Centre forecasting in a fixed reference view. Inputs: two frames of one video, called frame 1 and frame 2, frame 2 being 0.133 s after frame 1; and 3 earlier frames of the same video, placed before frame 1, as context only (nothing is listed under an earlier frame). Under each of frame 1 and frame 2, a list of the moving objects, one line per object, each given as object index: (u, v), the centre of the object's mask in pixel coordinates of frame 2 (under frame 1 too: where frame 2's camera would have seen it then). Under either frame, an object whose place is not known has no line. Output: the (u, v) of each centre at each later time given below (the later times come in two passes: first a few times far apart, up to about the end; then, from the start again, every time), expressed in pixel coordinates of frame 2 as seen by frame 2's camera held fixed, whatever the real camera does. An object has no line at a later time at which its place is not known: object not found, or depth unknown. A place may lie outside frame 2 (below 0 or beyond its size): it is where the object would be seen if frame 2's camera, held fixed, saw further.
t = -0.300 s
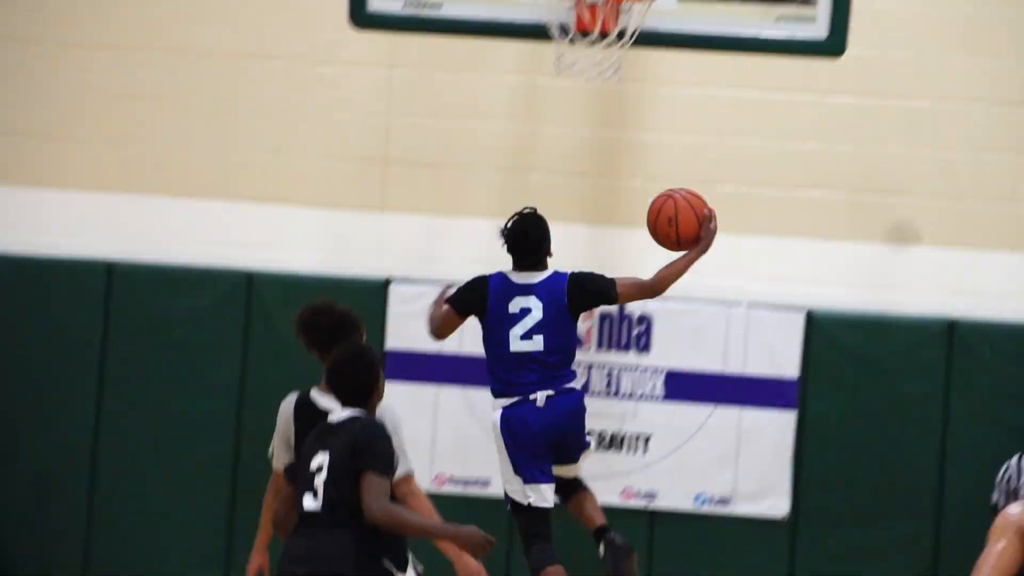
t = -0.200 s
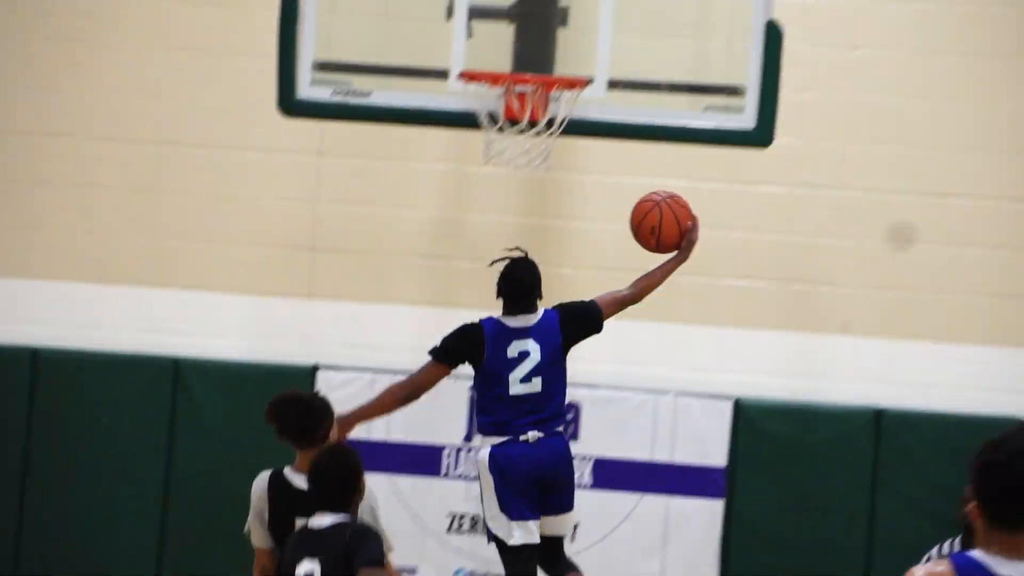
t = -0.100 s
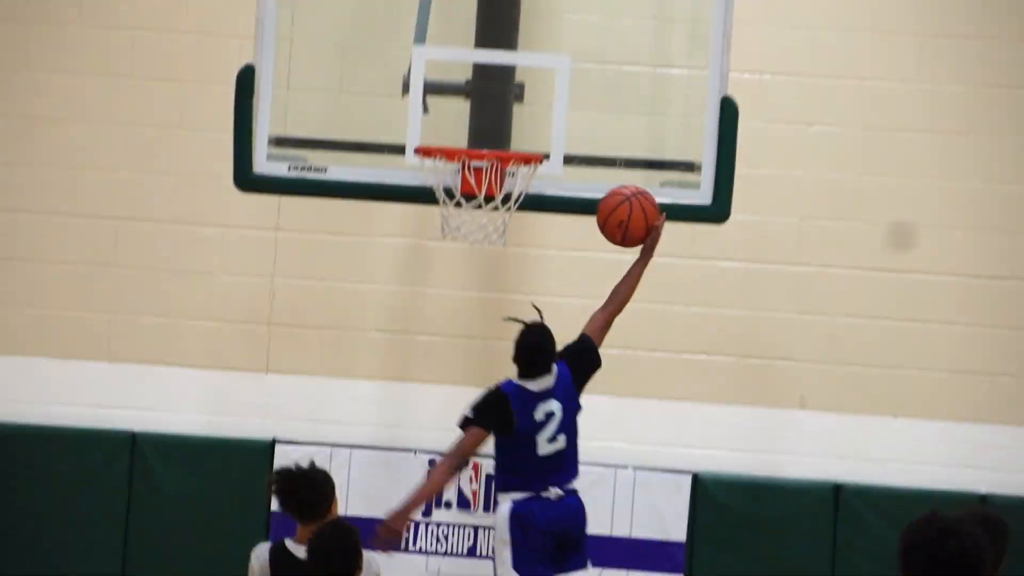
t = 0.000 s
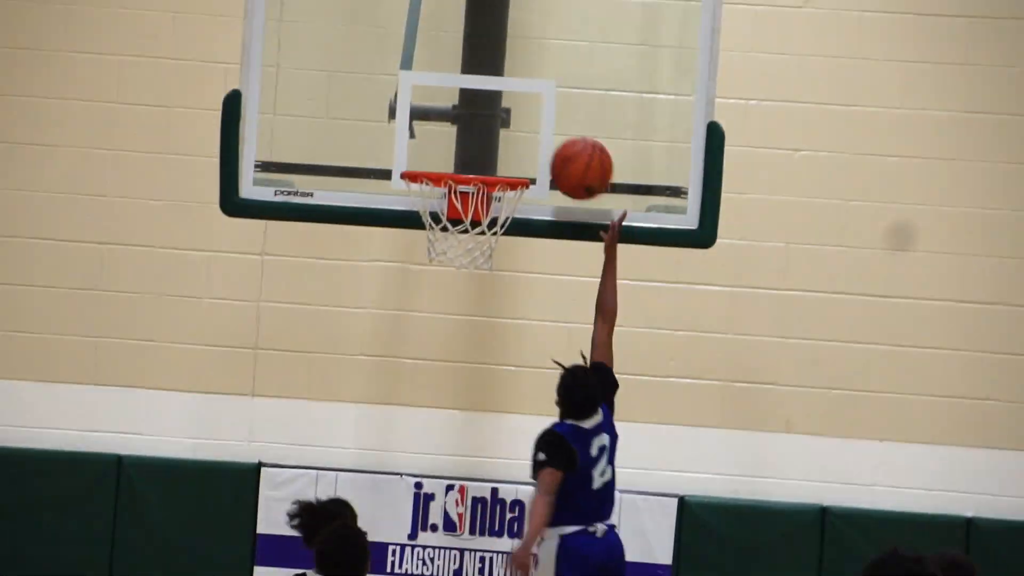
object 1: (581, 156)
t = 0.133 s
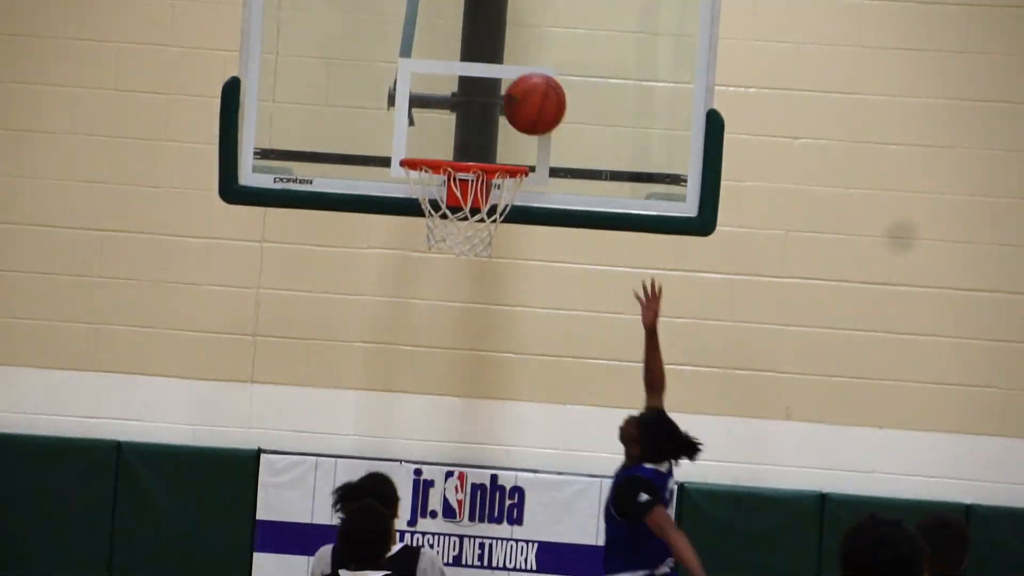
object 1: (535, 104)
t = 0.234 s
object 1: (503, 98)
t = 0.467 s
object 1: (467, 148)
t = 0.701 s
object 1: (474, 245)
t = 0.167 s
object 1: (525, 99)
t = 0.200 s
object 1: (514, 97)
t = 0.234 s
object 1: (503, 98)
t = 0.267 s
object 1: (492, 102)
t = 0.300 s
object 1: (481, 109)
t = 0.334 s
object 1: (469, 119)
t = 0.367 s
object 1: (457, 131)
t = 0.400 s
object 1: (446, 140)
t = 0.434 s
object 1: (453, 144)
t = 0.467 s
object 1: (467, 148)
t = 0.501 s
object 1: (480, 153)
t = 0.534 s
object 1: (496, 184)
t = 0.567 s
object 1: (490, 196)
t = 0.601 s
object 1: (487, 205)
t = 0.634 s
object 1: (481, 217)
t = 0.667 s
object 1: (480, 235)
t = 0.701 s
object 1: (474, 245)
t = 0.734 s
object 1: (468, 263)
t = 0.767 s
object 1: (462, 281)
